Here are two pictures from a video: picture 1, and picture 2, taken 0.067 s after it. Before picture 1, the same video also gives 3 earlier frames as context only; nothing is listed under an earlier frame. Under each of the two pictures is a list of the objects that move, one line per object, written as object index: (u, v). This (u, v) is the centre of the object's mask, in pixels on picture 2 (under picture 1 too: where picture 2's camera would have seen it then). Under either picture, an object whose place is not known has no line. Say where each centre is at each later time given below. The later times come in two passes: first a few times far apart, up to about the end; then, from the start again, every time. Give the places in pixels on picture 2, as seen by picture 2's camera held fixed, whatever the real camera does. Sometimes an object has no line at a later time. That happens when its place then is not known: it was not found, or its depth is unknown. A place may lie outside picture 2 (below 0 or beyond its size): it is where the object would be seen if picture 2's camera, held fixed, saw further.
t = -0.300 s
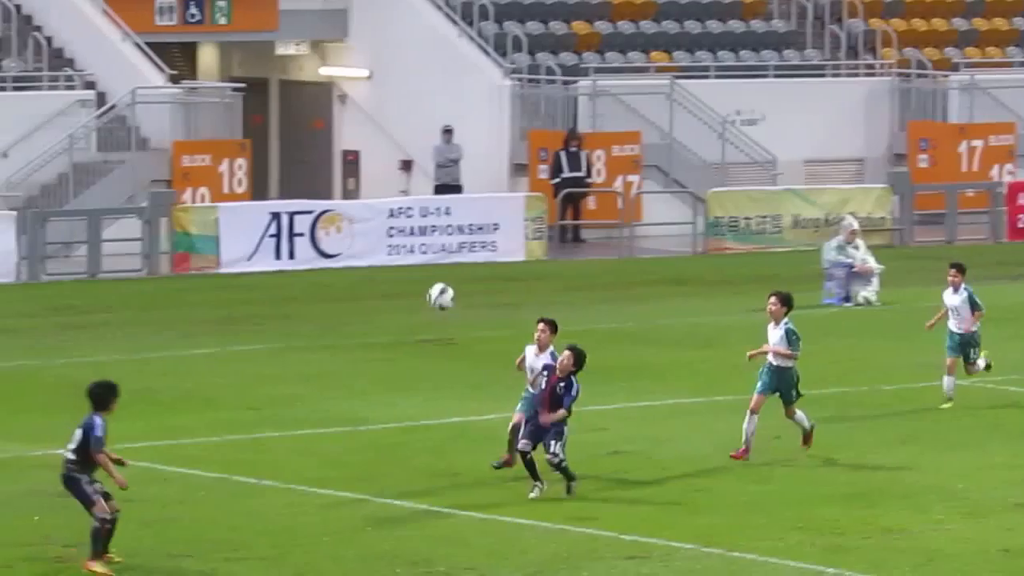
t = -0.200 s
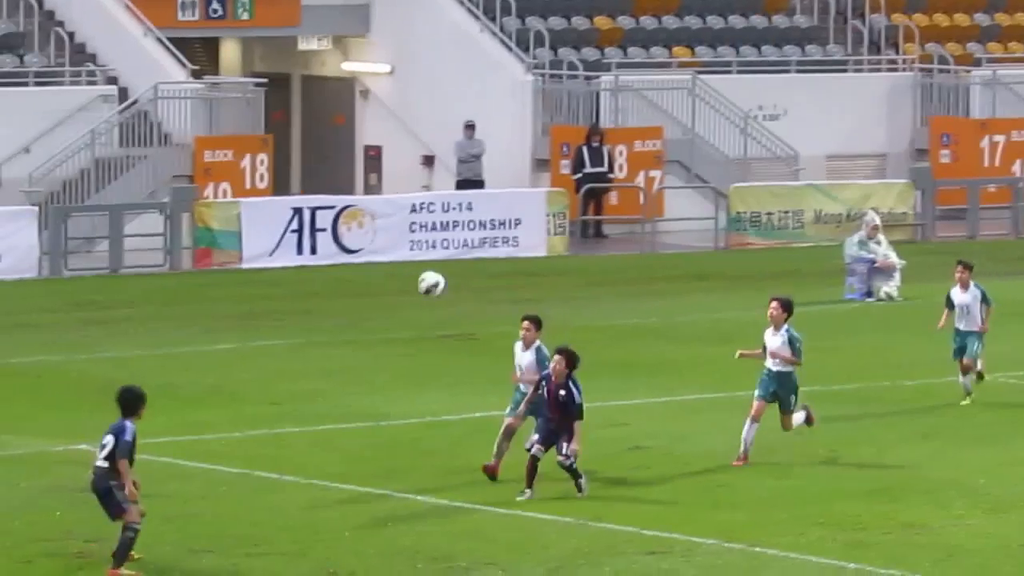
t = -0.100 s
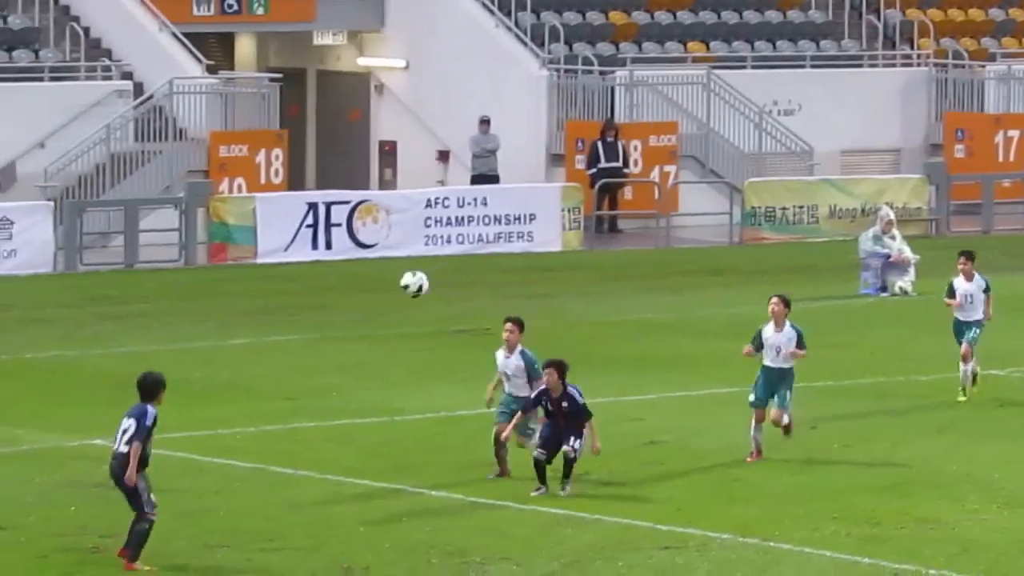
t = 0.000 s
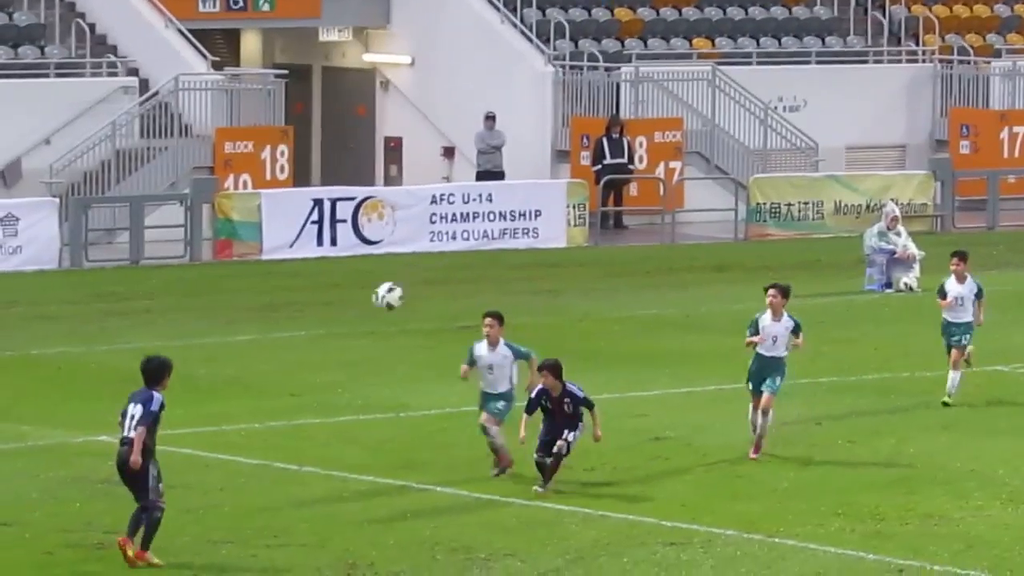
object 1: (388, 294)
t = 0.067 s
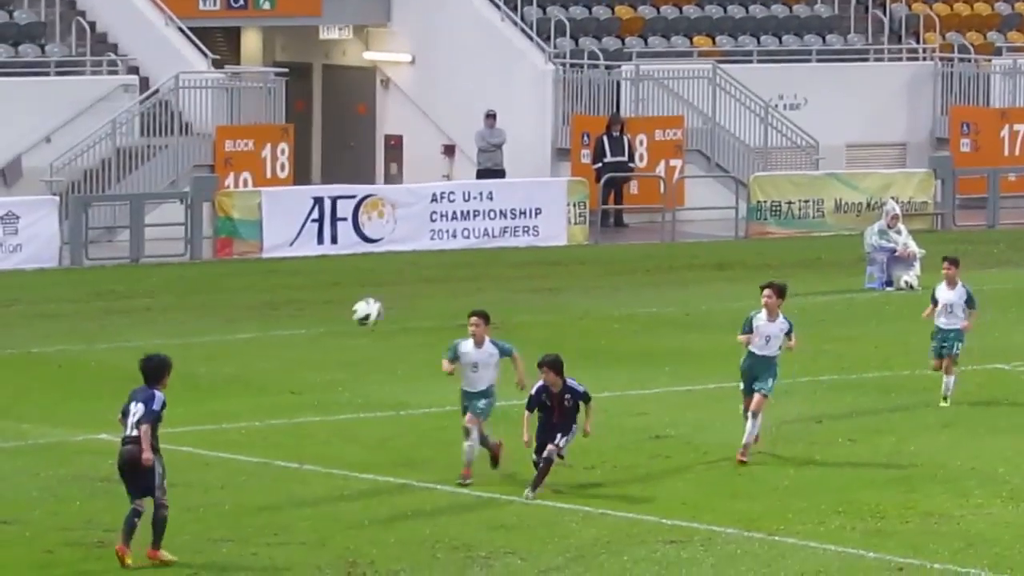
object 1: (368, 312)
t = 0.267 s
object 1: (302, 398)
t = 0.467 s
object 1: (235, 533)
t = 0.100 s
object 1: (357, 321)
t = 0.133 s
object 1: (345, 335)
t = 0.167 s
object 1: (334, 349)
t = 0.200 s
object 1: (323, 364)
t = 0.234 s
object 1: (312, 380)
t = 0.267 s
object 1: (302, 398)
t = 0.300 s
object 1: (291, 418)
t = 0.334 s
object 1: (280, 440)
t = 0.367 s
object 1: (269, 463)
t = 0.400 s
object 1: (257, 486)
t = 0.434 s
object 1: (246, 511)
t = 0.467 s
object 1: (235, 533)
